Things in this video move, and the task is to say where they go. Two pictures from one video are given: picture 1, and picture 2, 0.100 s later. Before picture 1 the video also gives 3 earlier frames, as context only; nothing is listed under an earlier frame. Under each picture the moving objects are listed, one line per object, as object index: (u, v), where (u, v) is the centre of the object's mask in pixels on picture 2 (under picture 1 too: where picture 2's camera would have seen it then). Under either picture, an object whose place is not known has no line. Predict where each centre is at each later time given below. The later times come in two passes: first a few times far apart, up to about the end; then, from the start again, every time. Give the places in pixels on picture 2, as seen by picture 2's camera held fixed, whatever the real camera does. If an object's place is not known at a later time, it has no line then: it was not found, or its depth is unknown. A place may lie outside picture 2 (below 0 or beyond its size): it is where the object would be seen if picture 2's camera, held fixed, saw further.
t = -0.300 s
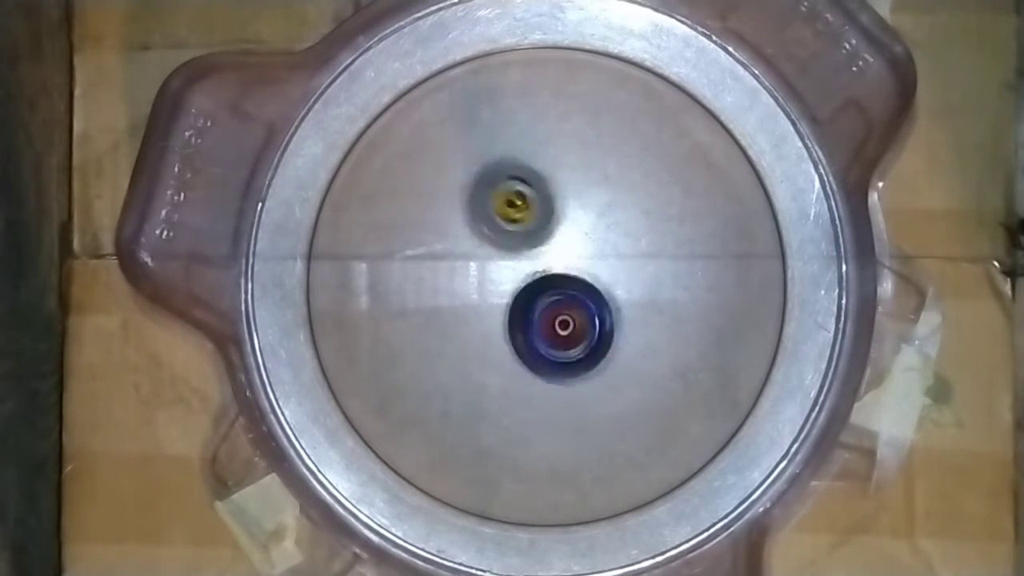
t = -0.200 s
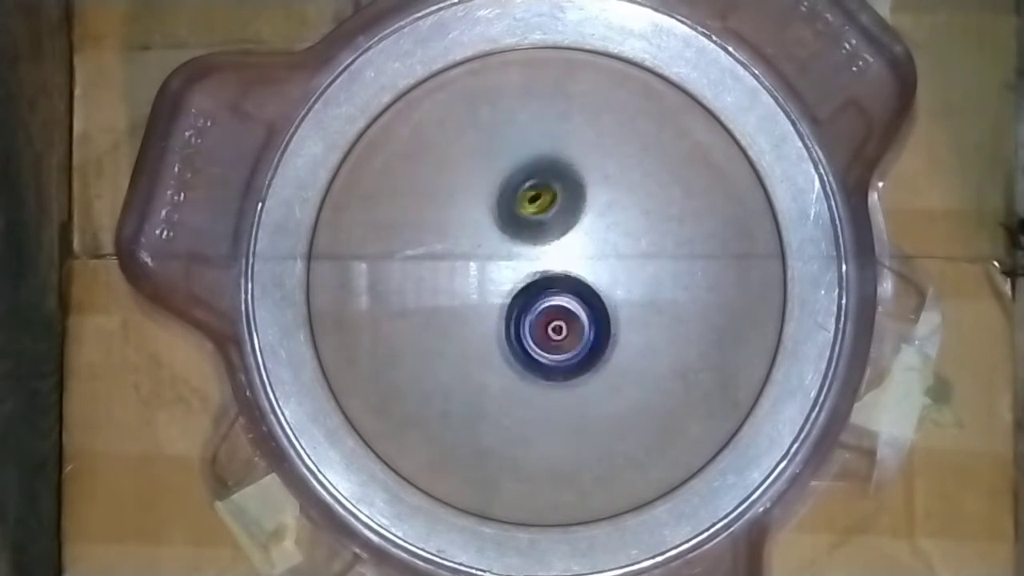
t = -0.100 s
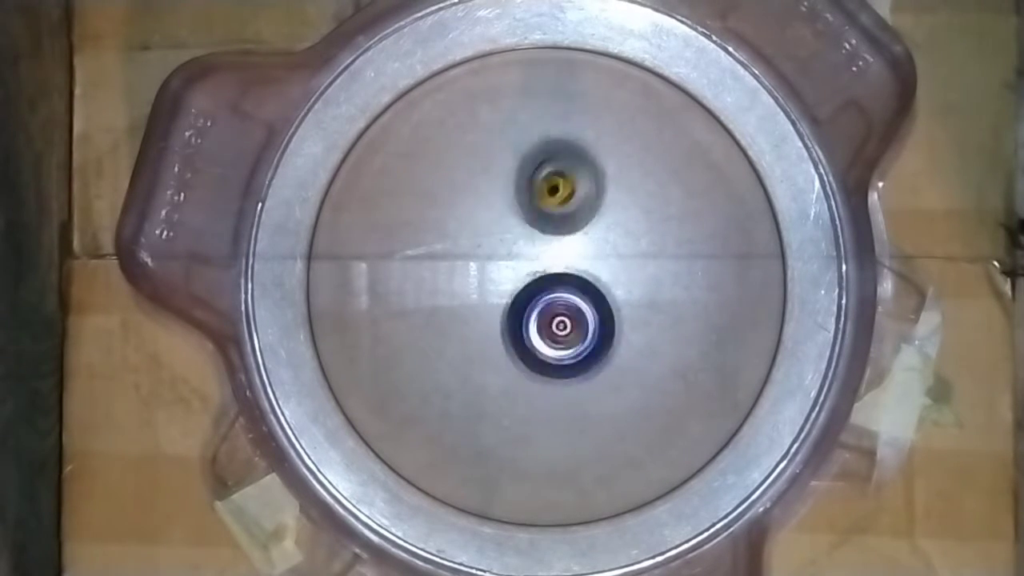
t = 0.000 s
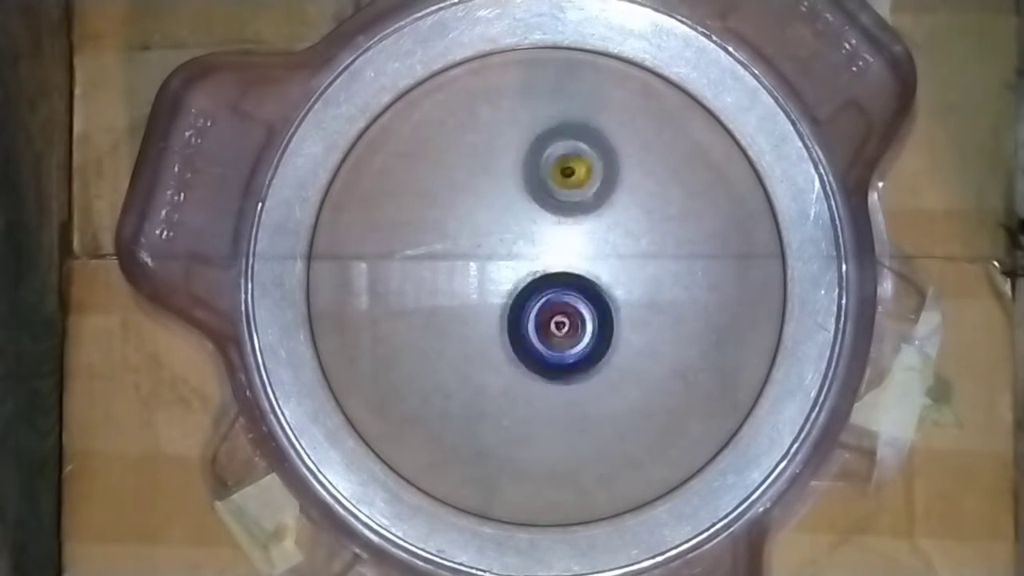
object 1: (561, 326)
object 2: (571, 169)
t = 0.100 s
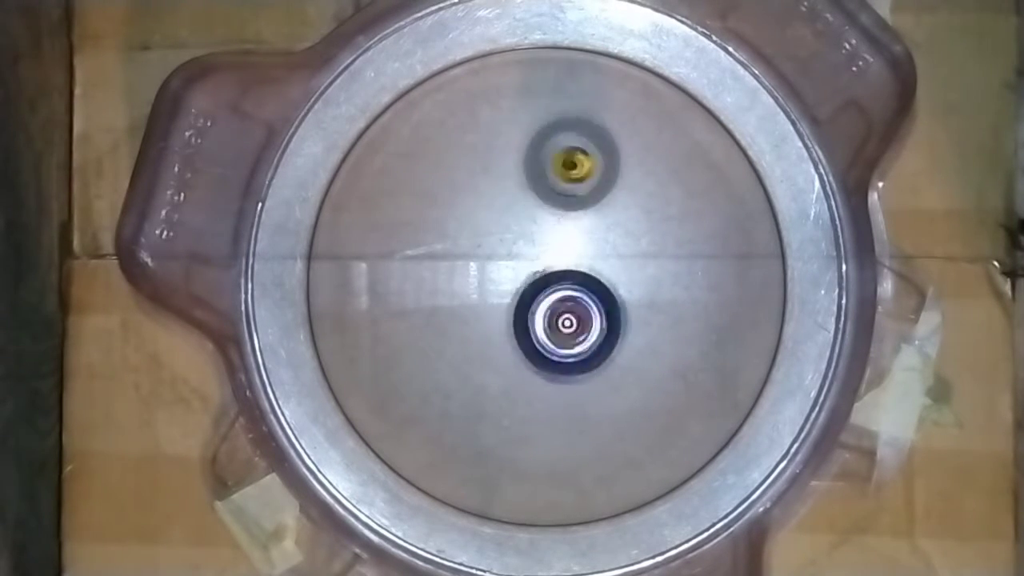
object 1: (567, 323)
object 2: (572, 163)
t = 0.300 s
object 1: (569, 313)
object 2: (573, 193)
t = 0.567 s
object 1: (561, 314)
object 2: (580, 195)
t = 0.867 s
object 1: (552, 311)
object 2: (568, 198)
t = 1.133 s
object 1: (550, 327)
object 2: (540, 218)
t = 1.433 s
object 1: (573, 356)
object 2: (540, 236)
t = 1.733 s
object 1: (578, 334)
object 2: (544, 250)
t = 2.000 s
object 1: (589, 329)
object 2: (513, 227)
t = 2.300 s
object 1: (575, 337)
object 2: (512, 227)
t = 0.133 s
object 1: (567, 320)
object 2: (572, 163)
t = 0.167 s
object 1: (567, 316)
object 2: (572, 170)
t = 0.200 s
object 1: (570, 312)
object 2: (571, 176)
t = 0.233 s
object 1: (573, 312)
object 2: (571, 185)
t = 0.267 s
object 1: (571, 312)
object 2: (572, 194)
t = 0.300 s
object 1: (569, 313)
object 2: (573, 193)
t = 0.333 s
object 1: (565, 317)
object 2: (575, 188)
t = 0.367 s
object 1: (564, 318)
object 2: (583, 187)
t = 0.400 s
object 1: (562, 318)
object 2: (584, 181)
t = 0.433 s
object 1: (562, 316)
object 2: (582, 179)
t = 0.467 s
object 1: (563, 315)
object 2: (580, 182)
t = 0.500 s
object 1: (563, 315)
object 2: (582, 186)
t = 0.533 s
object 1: (562, 315)
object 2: (583, 191)
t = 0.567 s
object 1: (561, 314)
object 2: (580, 195)
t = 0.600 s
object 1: (559, 312)
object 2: (577, 202)
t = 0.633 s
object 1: (555, 320)
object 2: (575, 193)
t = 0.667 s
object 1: (549, 327)
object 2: (571, 188)
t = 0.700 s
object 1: (545, 329)
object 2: (570, 190)
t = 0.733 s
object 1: (542, 326)
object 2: (573, 192)
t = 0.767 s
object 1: (541, 319)
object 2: (575, 194)
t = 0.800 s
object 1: (546, 314)
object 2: (573, 194)
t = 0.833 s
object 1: (549, 310)
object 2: (571, 196)
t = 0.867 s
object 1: (552, 311)
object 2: (568, 198)
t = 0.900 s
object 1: (551, 317)
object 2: (566, 187)
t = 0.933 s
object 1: (548, 320)
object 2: (560, 183)
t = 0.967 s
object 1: (547, 321)
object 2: (553, 186)
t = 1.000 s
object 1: (546, 321)
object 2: (548, 192)
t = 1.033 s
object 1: (546, 319)
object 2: (548, 198)
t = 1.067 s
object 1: (548, 320)
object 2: (545, 205)
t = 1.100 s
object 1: (550, 324)
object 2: (542, 212)
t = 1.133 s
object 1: (550, 327)
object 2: (540, 218)
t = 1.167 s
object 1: (551, 330)
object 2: (537, 223)
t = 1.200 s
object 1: (552, 340)
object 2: (534, 215)
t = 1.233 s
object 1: (556, 348)
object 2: (530, 214)
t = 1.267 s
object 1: (561, 352)
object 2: (528, 217)
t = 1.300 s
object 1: (566, 355)
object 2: (527, 223)
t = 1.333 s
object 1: (569, 356)
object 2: (531, 229)
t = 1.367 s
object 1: (572, 356)
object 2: (533, 233)
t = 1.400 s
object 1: (573, 357)
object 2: (538, 233)
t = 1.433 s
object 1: (573, 356)
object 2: (540, 236)
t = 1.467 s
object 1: (571, 354)
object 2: (543, 239)
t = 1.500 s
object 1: (570, 353)
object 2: (541, 243)
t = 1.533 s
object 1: (569, 349)
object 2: (541, 244)
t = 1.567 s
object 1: (570, 346)
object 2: (543, 246)
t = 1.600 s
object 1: (570, 343)
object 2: (544, 244)
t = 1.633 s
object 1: (571, 339)
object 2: (545, 244)
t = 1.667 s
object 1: (573, 337)
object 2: (548, 246)
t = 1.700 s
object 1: (575, 336)
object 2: (546, 249)
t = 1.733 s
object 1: (578, 334)
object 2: (544, 250)
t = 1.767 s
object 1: (581, 333)
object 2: (539, 244)
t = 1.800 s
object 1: (583, 332)
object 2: (532, 239)
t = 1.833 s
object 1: (585, 331)
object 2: (528, 235)
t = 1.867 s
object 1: (587, 330)
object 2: (522, 231)
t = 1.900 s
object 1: (588, 329)
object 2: (517, 229)
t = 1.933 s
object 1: (589, 329)
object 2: (515, 228)
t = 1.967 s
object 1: (589, 329)
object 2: (514, 227)
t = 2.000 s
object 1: (589, 329)
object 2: (513, 227)
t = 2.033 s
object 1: (588, 329)
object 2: (512, 227)
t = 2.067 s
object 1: (586, 330)
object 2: (512, 227)
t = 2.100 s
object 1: (585, 331)
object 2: (511, 227)
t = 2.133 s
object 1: (583, 332)
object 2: (511, 227)
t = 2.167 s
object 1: (581, 333)
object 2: (512, 227)
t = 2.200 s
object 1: (578, 334)
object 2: (512, 227)
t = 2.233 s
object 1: (576, 336)
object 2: (512, 227)
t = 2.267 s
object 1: (575, 337)
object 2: (512, 227)
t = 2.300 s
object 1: (575, 337)
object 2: (512, 227)
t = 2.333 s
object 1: (577, 336)
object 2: (512, 227)
